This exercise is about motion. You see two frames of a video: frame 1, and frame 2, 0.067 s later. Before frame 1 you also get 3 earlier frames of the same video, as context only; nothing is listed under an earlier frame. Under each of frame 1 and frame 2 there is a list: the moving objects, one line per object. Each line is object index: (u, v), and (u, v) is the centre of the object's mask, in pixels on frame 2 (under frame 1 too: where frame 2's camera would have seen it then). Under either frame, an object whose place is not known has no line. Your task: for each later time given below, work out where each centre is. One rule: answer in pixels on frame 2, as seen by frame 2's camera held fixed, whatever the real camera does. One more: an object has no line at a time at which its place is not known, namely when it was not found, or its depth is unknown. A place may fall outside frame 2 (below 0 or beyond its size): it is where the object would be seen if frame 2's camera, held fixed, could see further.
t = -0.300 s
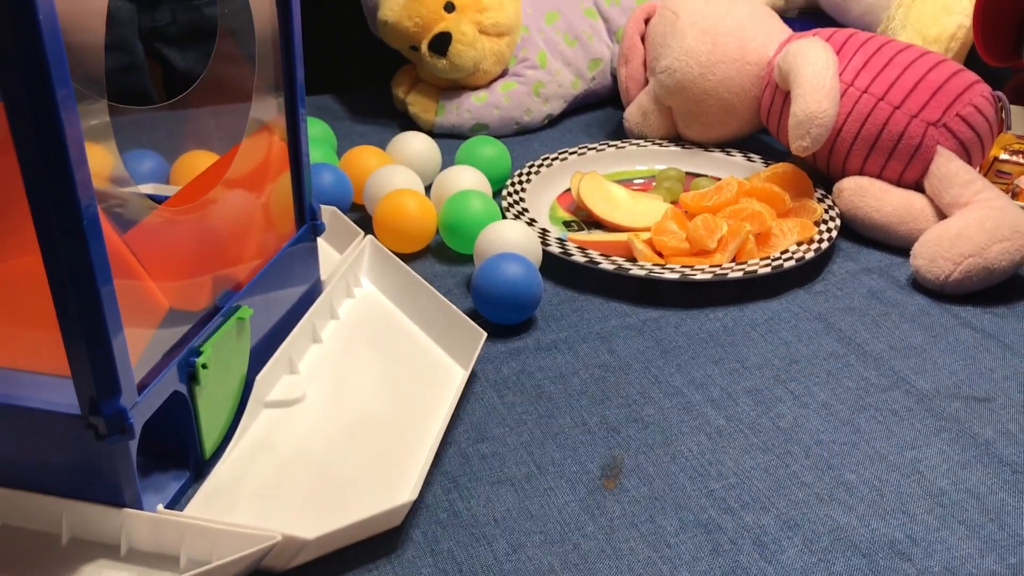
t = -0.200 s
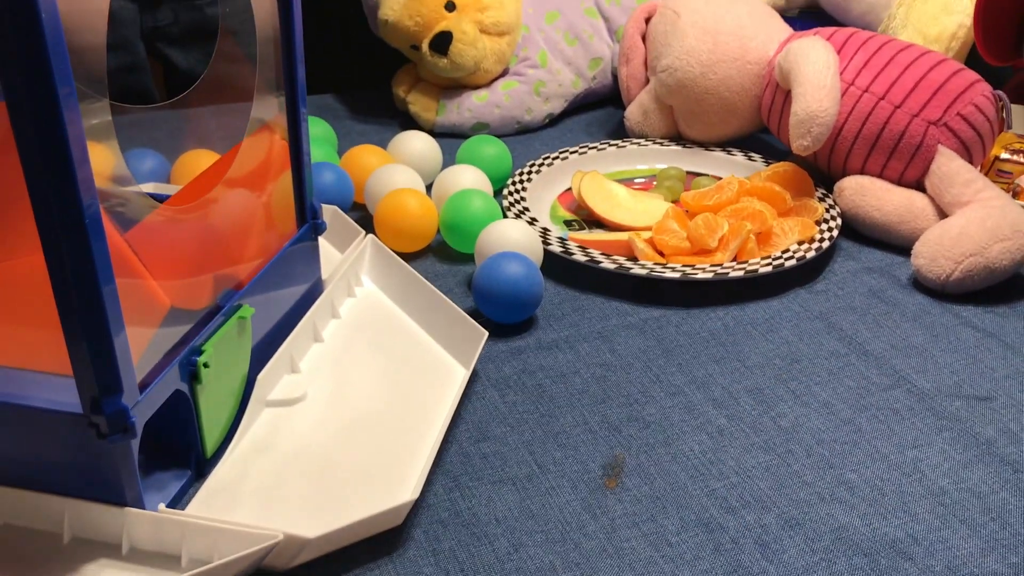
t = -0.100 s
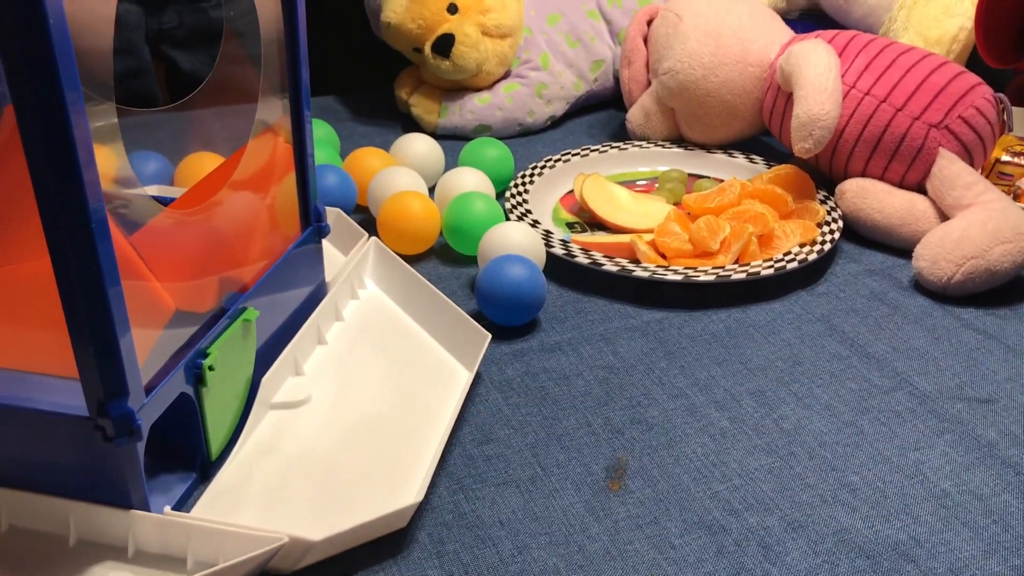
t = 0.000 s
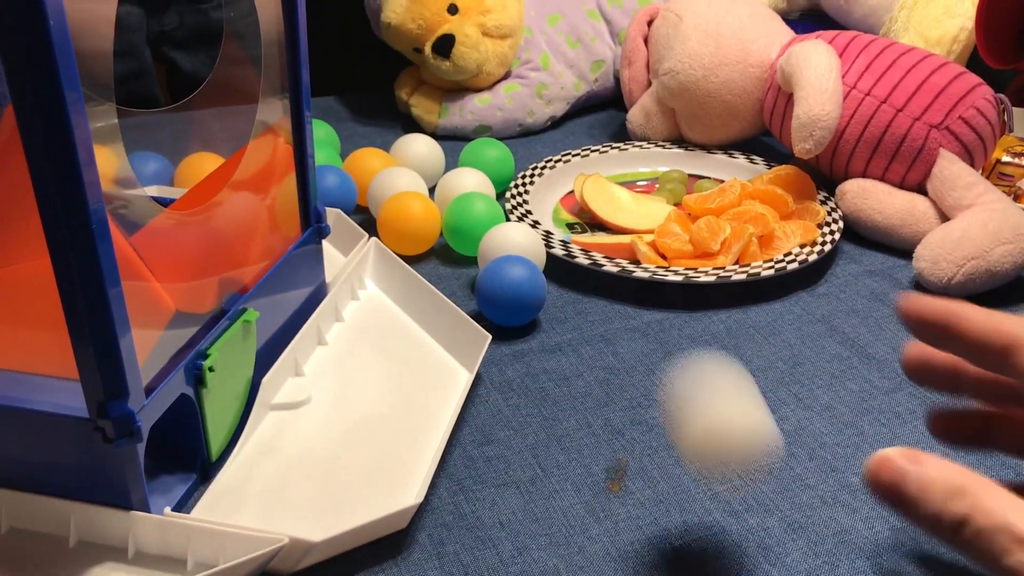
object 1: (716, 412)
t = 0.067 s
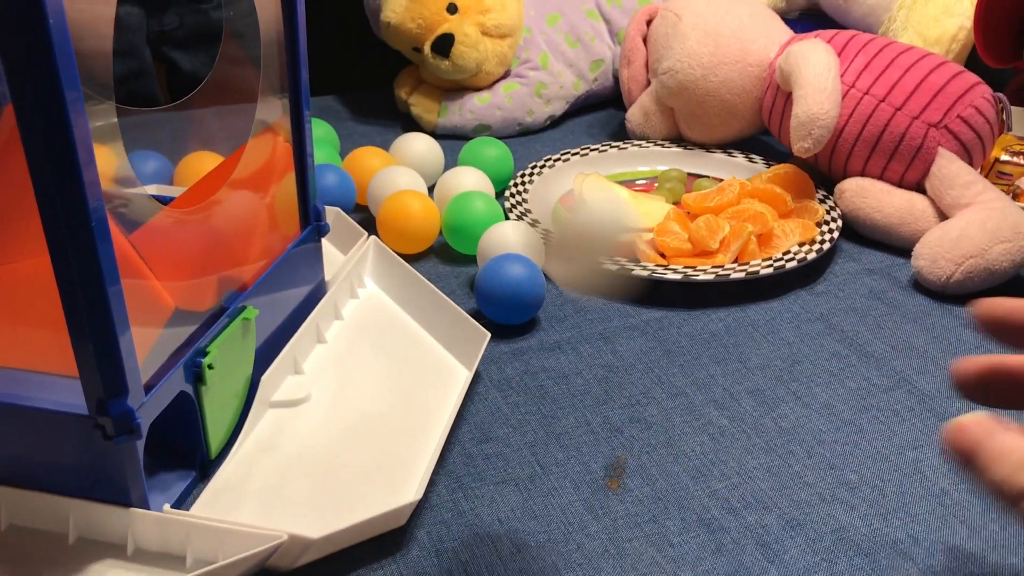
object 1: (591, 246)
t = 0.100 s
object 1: (512, 164)
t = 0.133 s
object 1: (437, 129)
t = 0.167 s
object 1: (376, 122)
